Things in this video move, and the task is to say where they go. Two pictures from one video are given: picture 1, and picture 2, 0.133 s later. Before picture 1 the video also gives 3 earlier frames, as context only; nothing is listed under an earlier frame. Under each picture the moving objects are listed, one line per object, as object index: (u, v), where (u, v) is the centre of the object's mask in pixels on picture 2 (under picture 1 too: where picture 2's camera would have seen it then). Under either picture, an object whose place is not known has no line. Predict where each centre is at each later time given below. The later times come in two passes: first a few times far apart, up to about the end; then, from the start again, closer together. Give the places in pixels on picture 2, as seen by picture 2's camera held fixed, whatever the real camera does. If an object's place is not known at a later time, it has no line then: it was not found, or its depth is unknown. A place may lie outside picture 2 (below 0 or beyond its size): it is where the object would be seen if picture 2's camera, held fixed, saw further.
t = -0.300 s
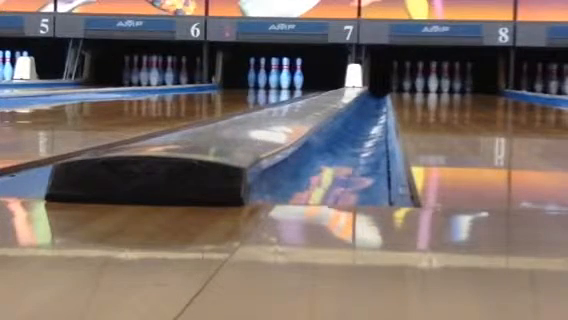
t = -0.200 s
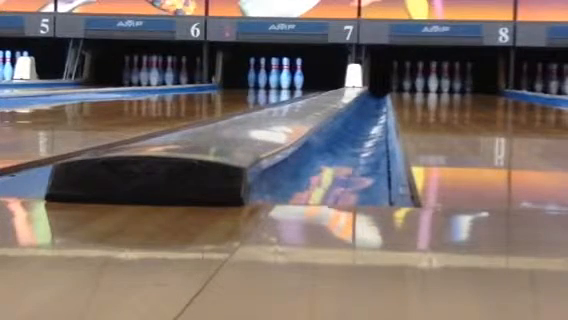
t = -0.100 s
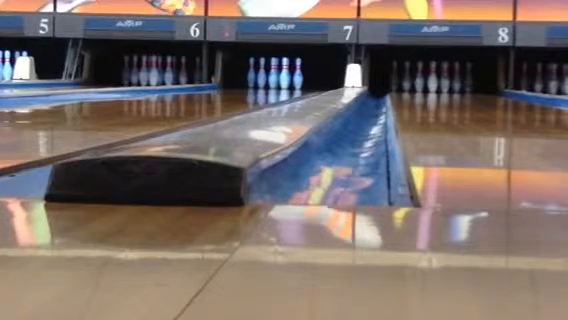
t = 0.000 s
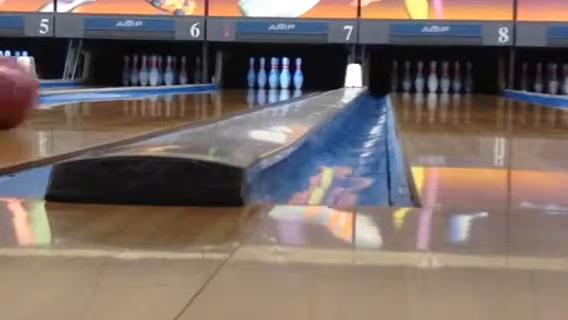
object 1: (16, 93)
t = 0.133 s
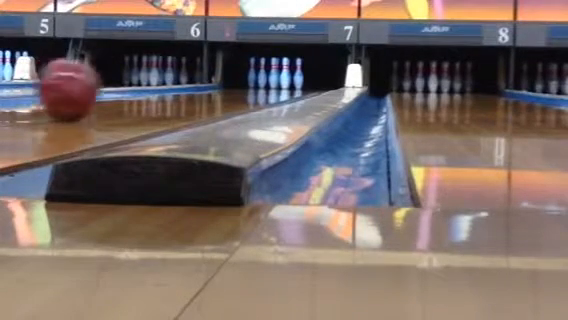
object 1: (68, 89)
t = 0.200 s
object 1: (94, 88)
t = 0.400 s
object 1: (152, 86)
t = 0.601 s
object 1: (195, 85)
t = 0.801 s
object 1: (224, 84)
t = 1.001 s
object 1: (246, 84)
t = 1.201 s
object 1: (266, 83)
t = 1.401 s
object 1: (278, 83)
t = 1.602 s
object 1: (292, 82)
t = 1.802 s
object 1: (303, 82)
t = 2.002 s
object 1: (312, 81)
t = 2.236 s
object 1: (319, 81)
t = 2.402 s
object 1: (324, 82)
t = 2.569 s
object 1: (329, 82)
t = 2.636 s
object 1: (333, 84)
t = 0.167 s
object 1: (81, 89)
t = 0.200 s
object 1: (94, 88)
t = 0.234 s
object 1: (106, 88)
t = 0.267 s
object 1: (116, 87)
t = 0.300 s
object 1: (126, 87)
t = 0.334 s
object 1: (136, 87)
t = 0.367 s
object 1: (144, 87)
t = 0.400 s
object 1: (152, 86)
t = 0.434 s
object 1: (161, 86)
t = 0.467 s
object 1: (168, 86)
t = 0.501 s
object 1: (175, 86)
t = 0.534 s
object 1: (182, 86)
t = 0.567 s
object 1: (188, 85)
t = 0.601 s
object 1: (195, 85)
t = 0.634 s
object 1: (199, 84)
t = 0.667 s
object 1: (206, 85)
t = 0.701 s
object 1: (211, 84)
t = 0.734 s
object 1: (214, 84)
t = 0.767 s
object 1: (221, 84)
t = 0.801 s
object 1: (224, 84)
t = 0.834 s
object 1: (229, 84)
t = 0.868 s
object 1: (231, 83)
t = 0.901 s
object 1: (235, 84)
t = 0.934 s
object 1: (238, 84)
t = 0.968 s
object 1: (242, 84)
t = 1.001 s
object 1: (246, 84)
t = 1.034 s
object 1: (248, 84)
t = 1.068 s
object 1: (253, 83)
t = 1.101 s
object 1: (256, 82)
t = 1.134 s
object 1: (259, 83)
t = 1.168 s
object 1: (262, 83)
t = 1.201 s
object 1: (266, 83)
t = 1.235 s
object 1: (268, 83)
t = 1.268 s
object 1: (271, 83)
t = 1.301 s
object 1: (274, 83)
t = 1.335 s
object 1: (275, 83)
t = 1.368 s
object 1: (276, 83)
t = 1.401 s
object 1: (278, 83)
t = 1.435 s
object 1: (280, 82)
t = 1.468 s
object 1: (284, 83)
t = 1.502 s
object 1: (287, 83)
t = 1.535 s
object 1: (289, 82)
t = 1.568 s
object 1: (289, 82)
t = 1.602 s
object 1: (292, 82)
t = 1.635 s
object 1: (296, 82)
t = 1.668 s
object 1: (297, 82)
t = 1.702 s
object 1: (298, 82)
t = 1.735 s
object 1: (300, 81)
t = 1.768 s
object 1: (301, 82)
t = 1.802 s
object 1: (303, 82)
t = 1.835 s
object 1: (304, 82)
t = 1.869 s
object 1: (306, 81)
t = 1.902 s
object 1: (306, 81)
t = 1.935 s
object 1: (310, 81)
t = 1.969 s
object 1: (311, 81)
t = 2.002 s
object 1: (312, 81)
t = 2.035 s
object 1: (312, 81)
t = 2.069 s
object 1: (312, 81)
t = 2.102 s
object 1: (316, 81)
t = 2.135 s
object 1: (316, 81)
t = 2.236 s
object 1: (319, 81)
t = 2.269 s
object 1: (320, 81)
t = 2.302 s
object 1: (321, 81)
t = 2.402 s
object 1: (324, 82)
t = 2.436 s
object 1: (325, 81)
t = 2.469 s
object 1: (325, 81)
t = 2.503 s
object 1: (327, 81)
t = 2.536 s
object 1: (329, 81)
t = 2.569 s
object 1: (329, 82)
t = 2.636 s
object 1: (333, 84)
